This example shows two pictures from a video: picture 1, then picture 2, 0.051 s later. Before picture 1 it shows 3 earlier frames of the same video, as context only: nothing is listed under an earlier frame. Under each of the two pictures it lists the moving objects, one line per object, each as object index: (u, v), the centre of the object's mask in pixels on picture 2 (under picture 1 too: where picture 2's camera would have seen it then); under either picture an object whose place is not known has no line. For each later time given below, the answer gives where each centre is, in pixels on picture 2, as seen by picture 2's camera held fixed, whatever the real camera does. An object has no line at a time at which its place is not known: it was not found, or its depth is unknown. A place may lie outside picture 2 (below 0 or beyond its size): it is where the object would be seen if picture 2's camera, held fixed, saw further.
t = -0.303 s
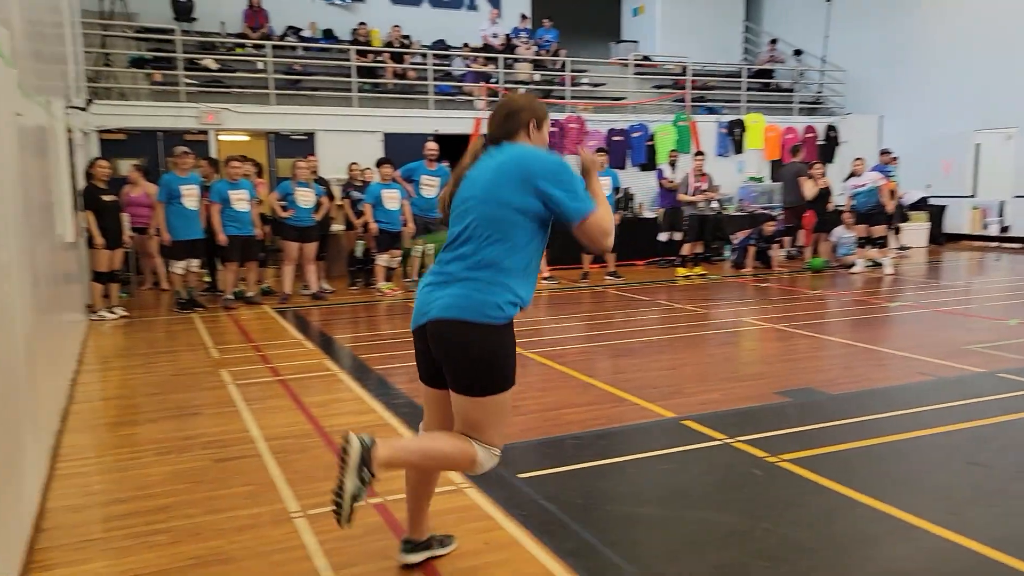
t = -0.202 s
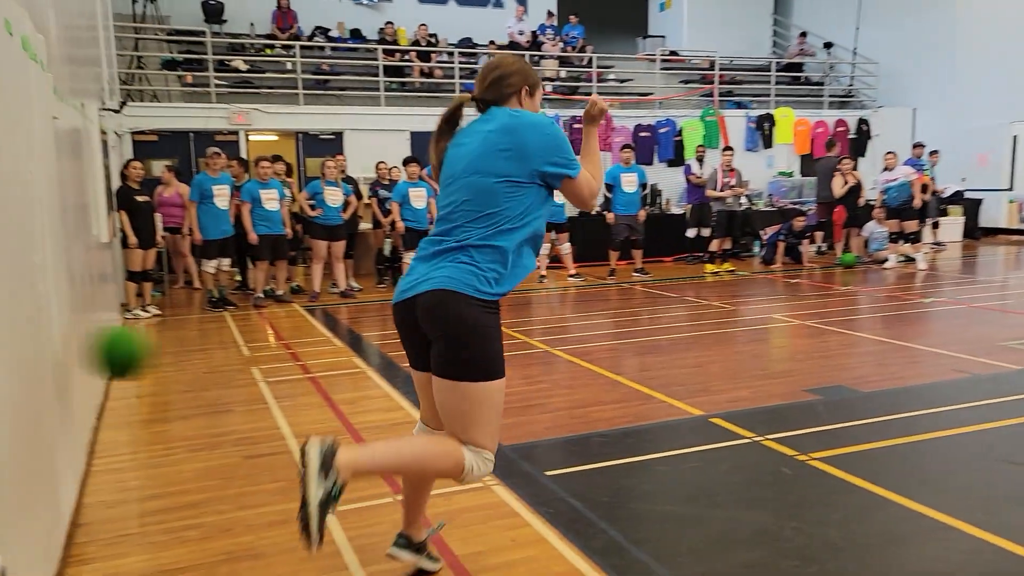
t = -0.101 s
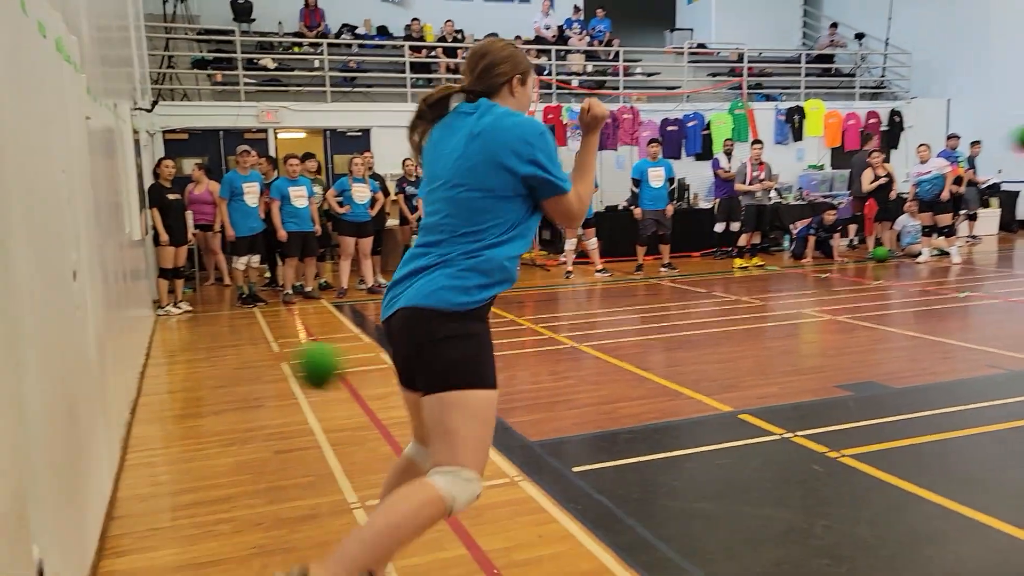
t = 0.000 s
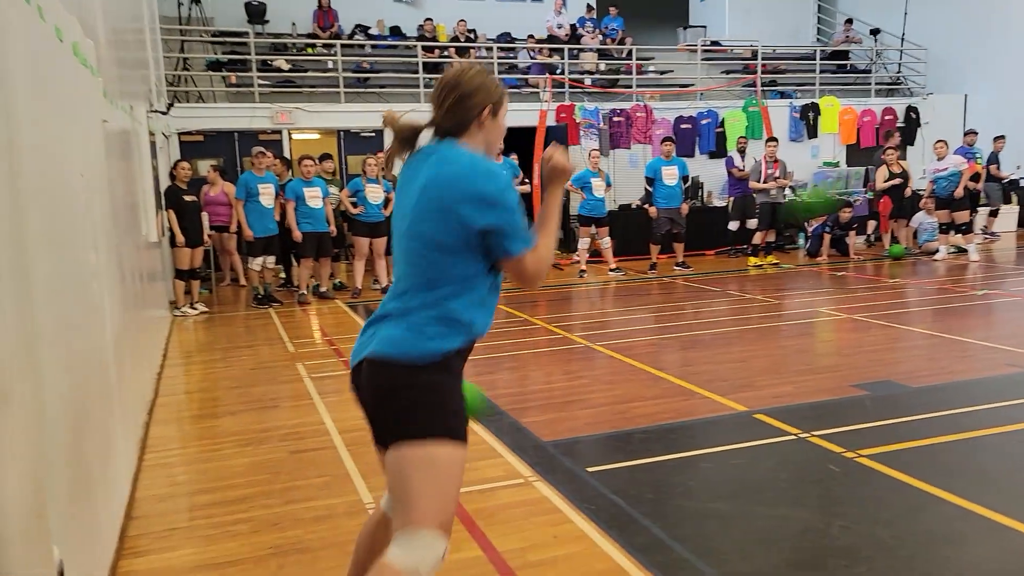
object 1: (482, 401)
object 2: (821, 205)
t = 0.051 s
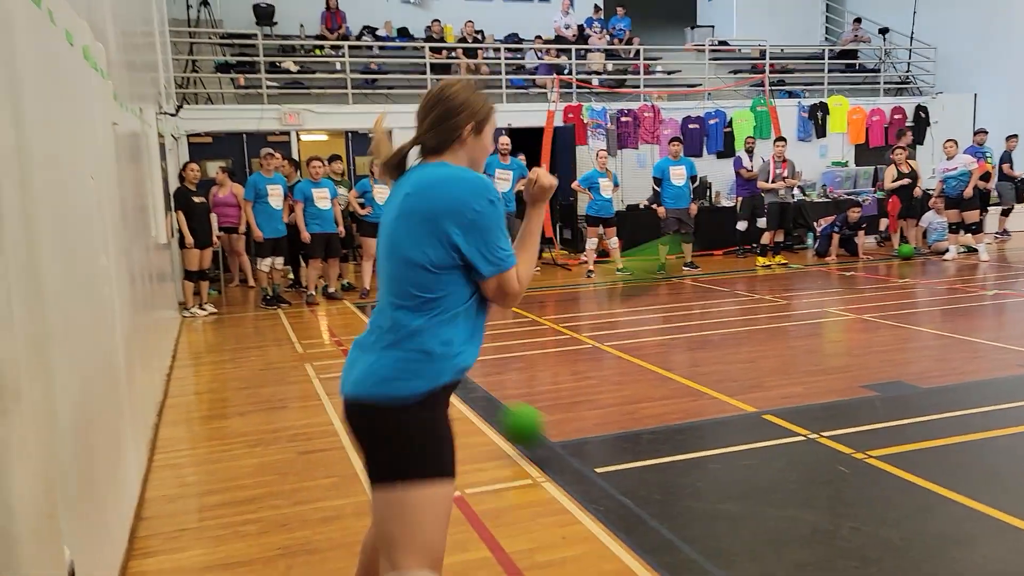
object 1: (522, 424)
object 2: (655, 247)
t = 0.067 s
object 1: (539, 432)
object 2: (568, 296)
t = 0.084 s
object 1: (553, 431)
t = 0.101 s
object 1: (565, 421)
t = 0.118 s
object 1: (577, 413)
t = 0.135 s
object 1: (588, 404)
